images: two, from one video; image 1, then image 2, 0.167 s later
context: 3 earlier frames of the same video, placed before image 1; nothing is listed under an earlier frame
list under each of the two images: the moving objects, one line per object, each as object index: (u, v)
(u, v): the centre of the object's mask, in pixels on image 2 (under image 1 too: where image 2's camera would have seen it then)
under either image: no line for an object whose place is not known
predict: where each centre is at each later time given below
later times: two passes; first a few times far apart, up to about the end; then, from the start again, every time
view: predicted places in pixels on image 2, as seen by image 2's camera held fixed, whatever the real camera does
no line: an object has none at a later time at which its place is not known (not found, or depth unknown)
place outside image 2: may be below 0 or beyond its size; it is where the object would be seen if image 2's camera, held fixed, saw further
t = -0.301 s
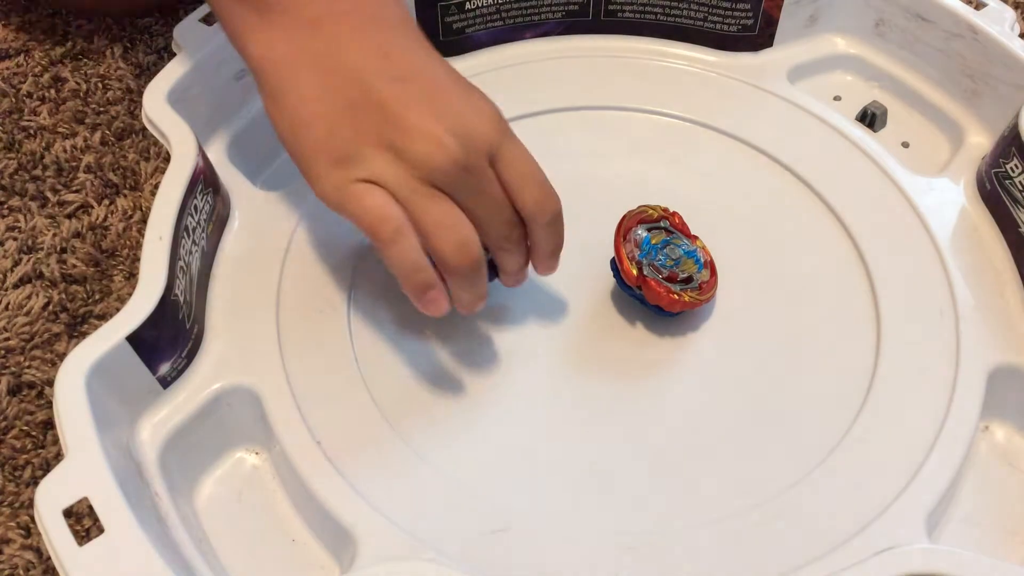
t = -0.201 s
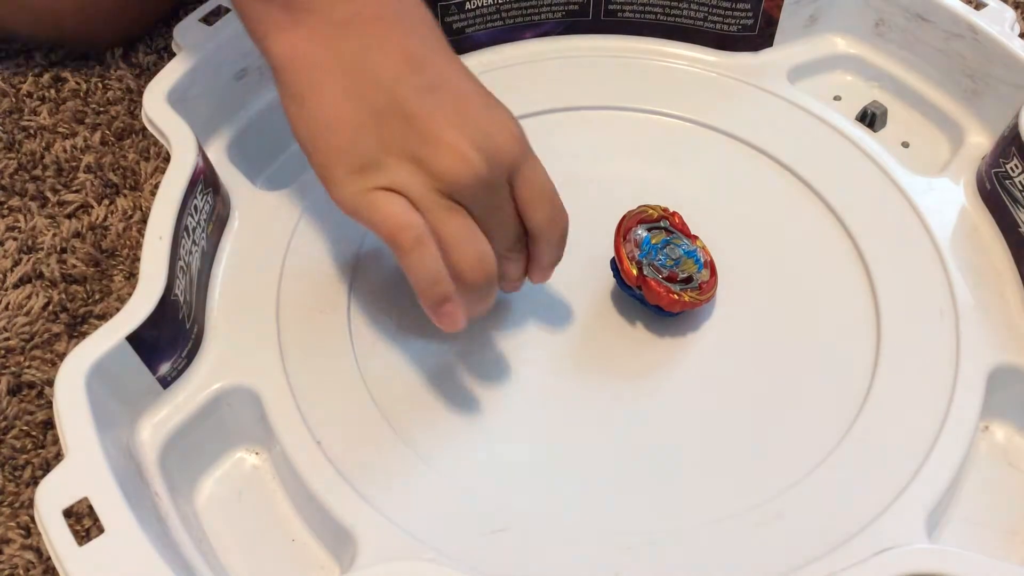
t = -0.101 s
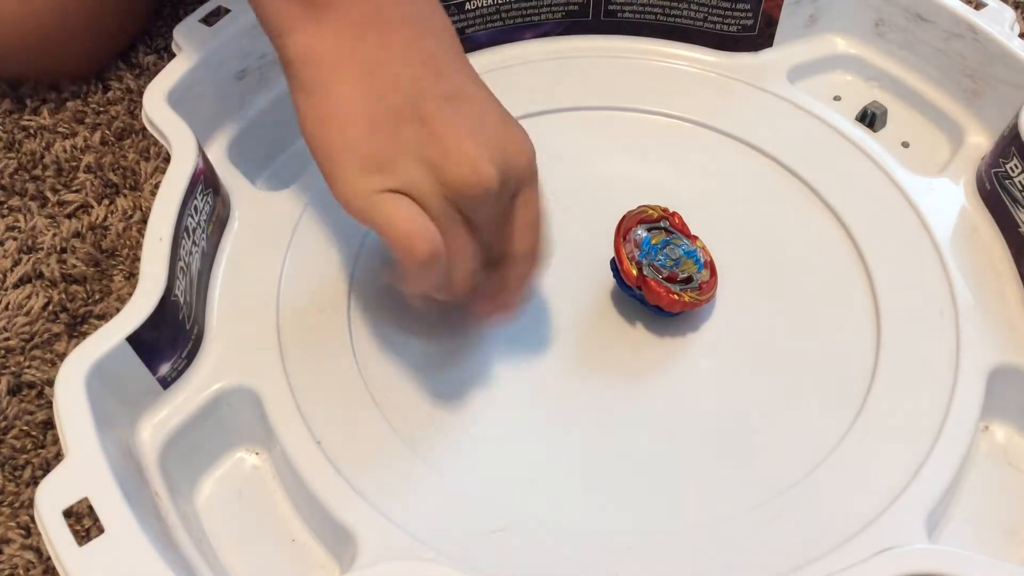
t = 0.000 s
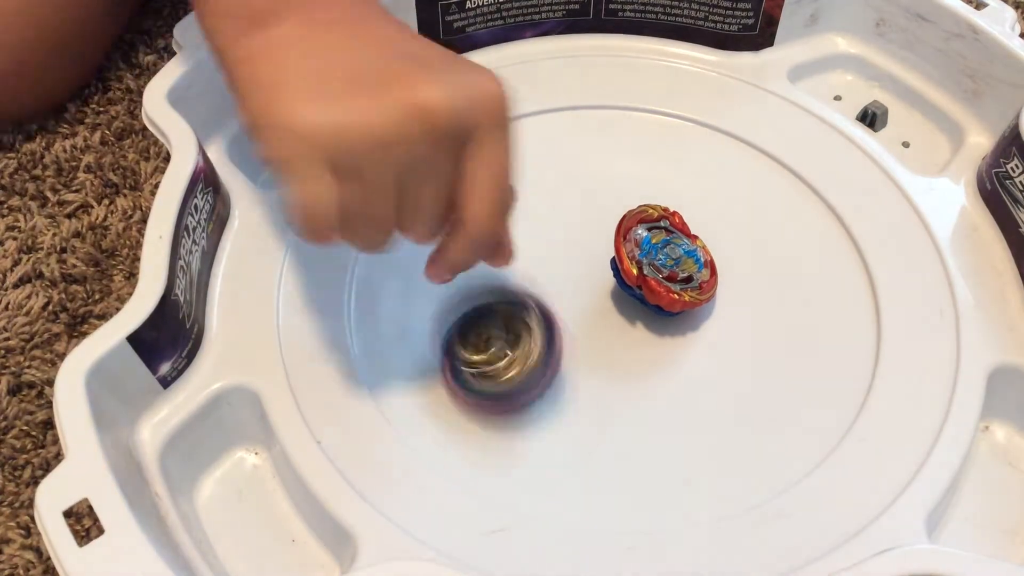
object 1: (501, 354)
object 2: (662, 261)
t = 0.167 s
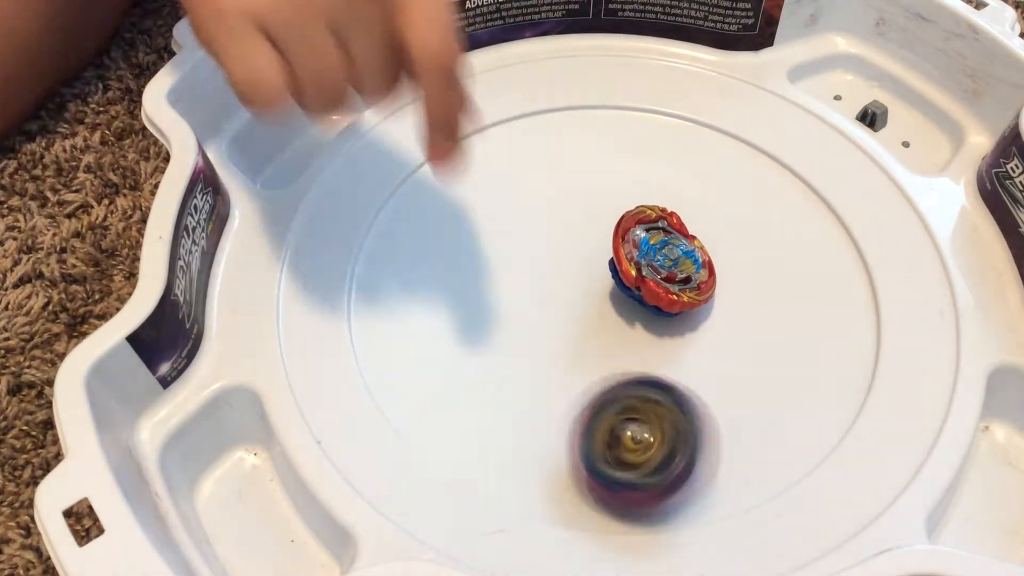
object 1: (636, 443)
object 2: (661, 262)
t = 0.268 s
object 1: (701, 458)
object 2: (661, 262)
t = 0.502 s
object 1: (733, 403)
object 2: (661, 262)
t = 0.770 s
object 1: (638, 351)
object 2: (644, 205)
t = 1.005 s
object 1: (585, 297)
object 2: (664, 226)
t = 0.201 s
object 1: (660, 449)
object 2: (661, 262)
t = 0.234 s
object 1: (682, 455)
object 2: (661, 262)
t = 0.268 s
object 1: (701, 458)
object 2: (661, 262)
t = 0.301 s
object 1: (718, 460)
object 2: (661, 262)
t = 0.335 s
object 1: (733, 460)
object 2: (661, 262)
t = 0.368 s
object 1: (722, 464)
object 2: (661, 262)
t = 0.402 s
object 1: (731, 441)
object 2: (661, 262)
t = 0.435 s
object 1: (736, 428)
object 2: (661, 262)
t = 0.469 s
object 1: (735, 413)
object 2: (661, 262)
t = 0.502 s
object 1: (733, 403)
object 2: (661, 262)
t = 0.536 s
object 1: (726, 389)
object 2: (661, 262)
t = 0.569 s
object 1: (718, 374)
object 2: (660, 262)
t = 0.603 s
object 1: (715, 354)
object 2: (660, 260)
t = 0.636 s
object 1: (701, 359)
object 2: (653, 246)
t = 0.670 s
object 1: (682, 360)
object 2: (643, 229)
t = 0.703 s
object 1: (665, 358)
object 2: (642, 215)
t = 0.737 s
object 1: (652, 354)
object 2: (642, 210)
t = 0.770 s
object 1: (638, 351)
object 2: (644, 205)
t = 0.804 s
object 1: (624, 345)
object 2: (651, 205)
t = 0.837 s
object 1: (614, 338)
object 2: (655, 207)
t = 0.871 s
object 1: (604, 331)
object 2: (653, 213)
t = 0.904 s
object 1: (597, 323)
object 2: (651, 218)
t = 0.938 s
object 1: (591, 314)
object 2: (654, 223)
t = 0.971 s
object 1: (587, 305)
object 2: (659, 225)
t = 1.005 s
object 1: (585, 297)
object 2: (664, 226)
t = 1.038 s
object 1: (580, 289)
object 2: (669, 221)
